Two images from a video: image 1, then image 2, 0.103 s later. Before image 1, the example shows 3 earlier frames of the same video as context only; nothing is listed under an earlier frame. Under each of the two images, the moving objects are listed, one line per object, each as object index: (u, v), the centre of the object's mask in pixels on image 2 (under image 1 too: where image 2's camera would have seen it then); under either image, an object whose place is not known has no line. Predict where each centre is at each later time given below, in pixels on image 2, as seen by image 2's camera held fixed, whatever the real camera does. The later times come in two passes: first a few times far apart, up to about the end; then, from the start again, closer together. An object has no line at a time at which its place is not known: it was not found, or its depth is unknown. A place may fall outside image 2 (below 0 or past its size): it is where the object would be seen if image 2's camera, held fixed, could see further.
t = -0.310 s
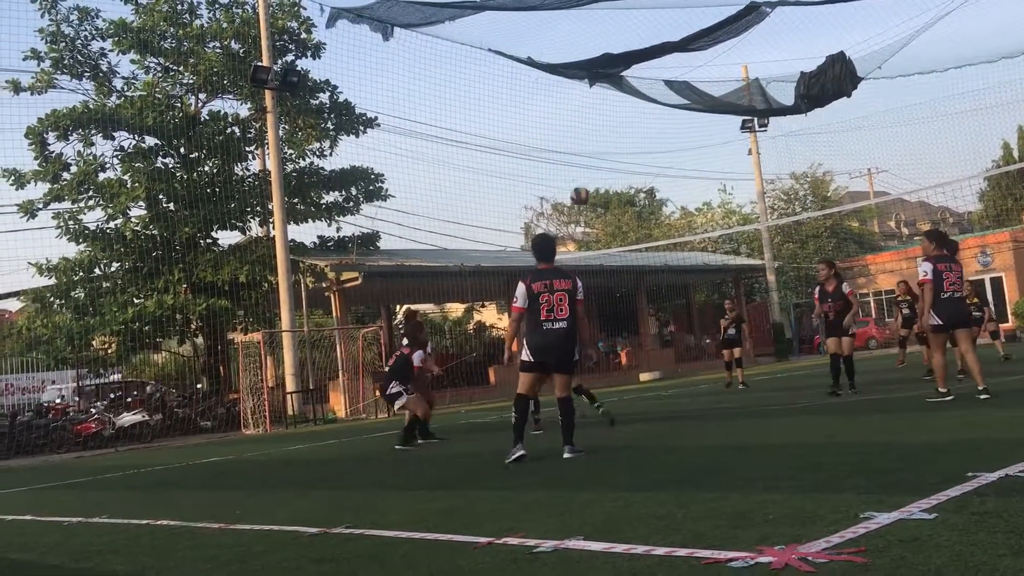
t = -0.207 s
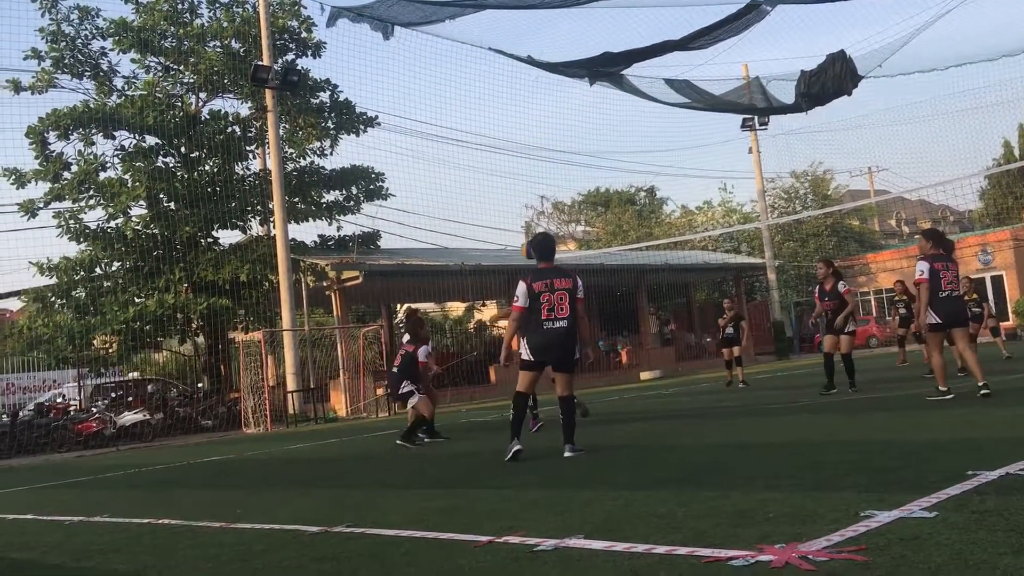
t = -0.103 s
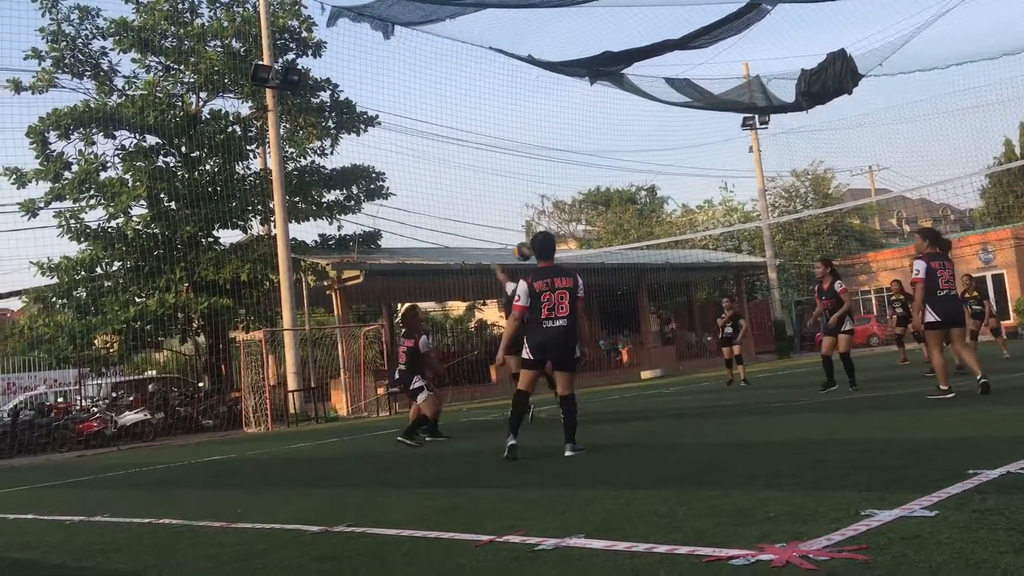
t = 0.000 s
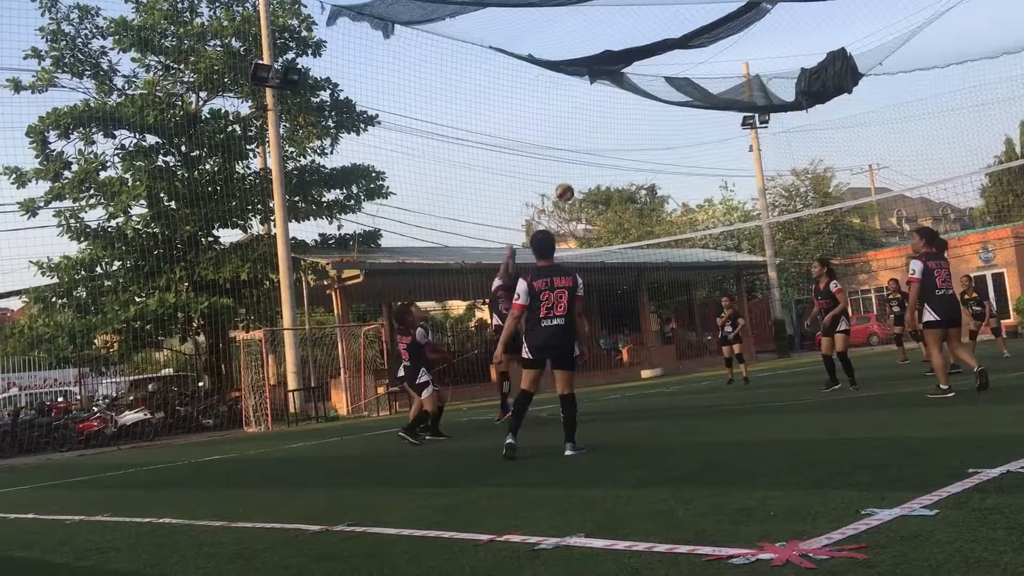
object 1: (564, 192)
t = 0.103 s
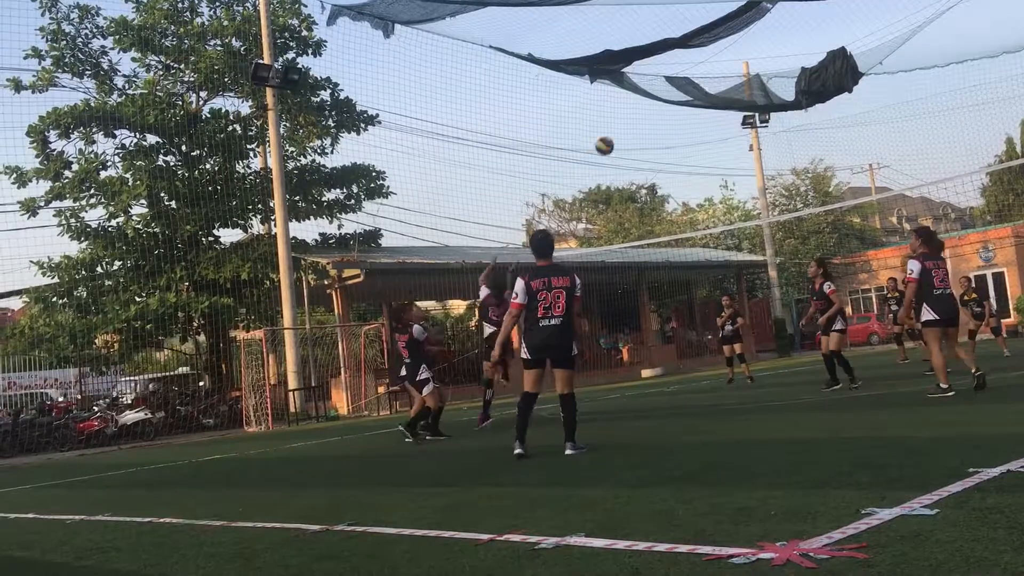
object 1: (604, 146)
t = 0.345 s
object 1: (692, 81)
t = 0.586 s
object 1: (774, 66)
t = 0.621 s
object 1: (786, 68)
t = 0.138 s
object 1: (617, 133)
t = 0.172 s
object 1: (630, 122)
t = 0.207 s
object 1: (643, 111)
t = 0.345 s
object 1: (692, 81)
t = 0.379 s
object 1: (704, 76)
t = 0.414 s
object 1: (716, 72)
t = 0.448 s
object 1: (728, 69)
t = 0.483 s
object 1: (740, 67)
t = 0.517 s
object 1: (751, 66)
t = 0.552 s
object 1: (763, 66)
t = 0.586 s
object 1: (774, 66)
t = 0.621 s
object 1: (786, 68)
